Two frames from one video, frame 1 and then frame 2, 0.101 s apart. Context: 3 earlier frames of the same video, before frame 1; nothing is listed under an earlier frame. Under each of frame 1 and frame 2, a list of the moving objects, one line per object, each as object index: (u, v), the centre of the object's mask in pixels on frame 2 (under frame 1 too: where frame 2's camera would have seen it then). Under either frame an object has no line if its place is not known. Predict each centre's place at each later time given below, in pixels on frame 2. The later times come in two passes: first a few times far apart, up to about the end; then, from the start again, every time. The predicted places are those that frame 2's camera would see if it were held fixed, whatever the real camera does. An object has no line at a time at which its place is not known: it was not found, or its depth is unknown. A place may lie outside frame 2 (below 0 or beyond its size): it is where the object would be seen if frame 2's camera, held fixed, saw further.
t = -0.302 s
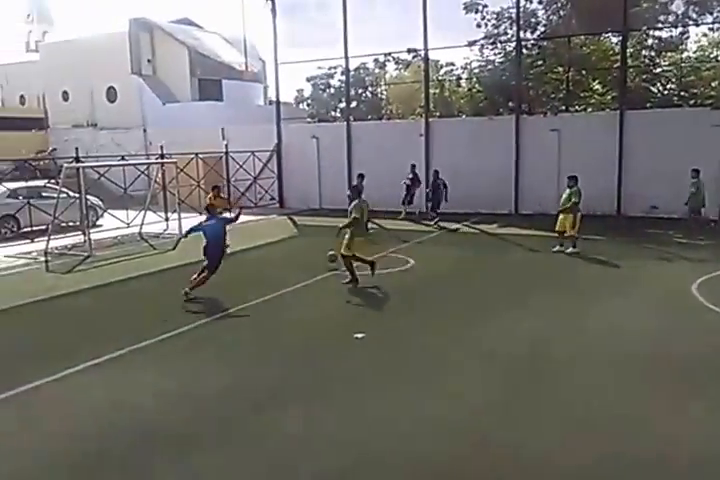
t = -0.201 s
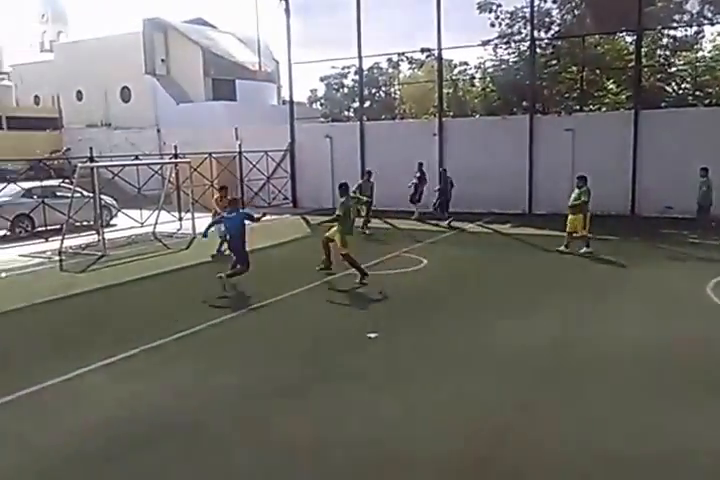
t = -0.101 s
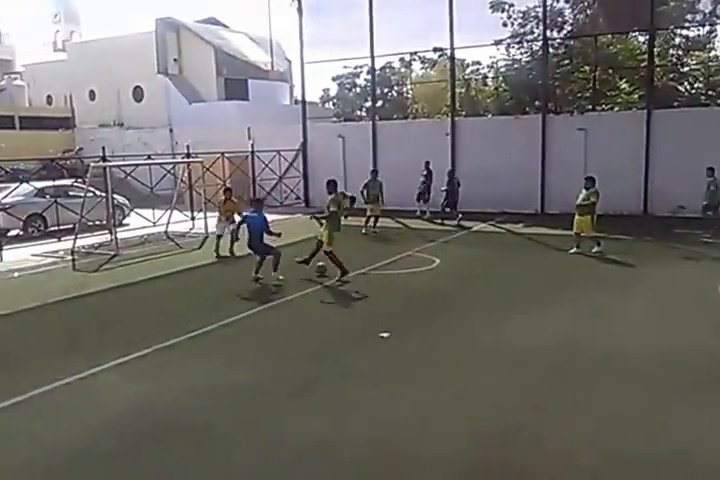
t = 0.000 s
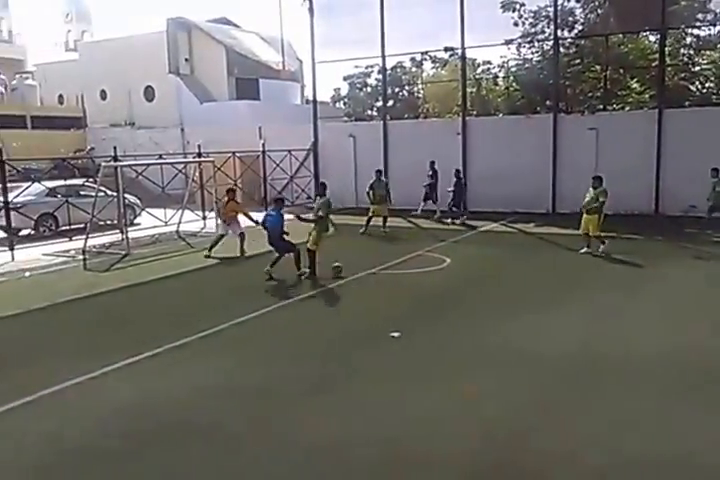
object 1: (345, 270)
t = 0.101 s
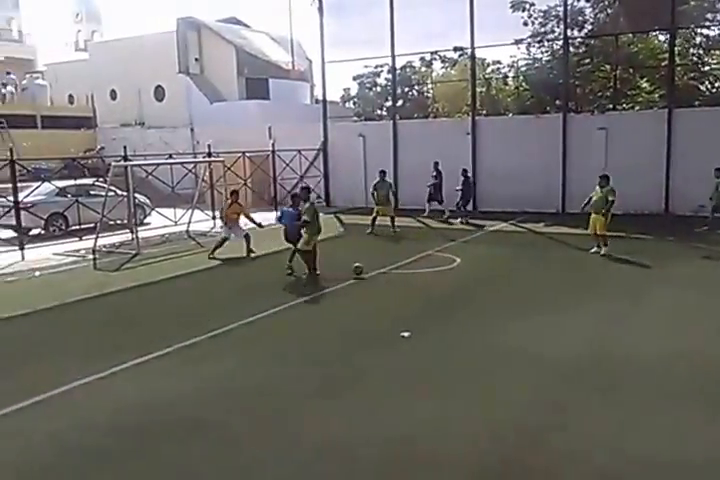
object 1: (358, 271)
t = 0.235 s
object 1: (373, 272)
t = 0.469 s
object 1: (395, 275)
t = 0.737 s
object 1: (418, 278)
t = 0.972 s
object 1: (437, 281)
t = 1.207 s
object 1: (453, 284)
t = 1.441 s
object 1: (468, 289)
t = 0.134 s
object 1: (363, 271)
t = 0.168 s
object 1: (366, 272)
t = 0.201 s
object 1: (370, 272)
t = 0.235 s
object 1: (373, 272)
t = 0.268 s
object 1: (376, 273)
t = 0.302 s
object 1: (379, 274)
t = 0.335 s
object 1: (383, 274)
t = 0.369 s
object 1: (386, 274)
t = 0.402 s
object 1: (389, 275)
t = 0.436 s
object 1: (392, 275)
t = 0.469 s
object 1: (395, 275)
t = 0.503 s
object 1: (398, 276)
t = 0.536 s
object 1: (401, 276)
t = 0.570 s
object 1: (404, 276)
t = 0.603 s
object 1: (406, 276)
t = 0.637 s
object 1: (410, 277)
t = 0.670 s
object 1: (412, 278)
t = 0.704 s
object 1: (416, 278)
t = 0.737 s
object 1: (418, 278)
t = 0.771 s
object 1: (421, 279)
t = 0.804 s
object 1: (424, 279)
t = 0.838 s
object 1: (427, 280)
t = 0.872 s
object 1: (430, 280)
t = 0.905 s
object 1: (432, 280)
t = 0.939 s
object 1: (434, 281)
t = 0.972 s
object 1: (437, 281)
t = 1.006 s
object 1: (440, 282)
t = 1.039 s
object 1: (442, 282)
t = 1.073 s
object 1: (445, 283)
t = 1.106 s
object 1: (447, 283)
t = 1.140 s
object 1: (449, 284)
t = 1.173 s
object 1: (451, 284)
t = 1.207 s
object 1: (453, 284)
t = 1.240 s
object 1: (455, 285)
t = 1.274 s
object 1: (457, 286)
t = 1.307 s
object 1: (459, 286)
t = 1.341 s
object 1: (462, 287)
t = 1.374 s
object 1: (464, 288)
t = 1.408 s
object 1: (466, 288)
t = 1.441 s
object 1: (468, 289)
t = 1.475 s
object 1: (470, 289)
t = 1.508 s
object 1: (472, 289)
